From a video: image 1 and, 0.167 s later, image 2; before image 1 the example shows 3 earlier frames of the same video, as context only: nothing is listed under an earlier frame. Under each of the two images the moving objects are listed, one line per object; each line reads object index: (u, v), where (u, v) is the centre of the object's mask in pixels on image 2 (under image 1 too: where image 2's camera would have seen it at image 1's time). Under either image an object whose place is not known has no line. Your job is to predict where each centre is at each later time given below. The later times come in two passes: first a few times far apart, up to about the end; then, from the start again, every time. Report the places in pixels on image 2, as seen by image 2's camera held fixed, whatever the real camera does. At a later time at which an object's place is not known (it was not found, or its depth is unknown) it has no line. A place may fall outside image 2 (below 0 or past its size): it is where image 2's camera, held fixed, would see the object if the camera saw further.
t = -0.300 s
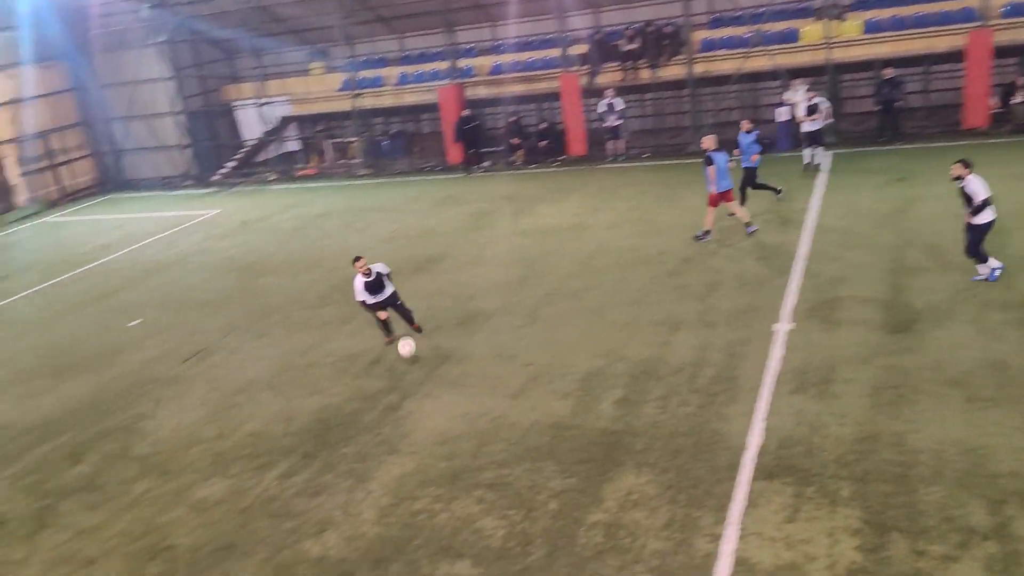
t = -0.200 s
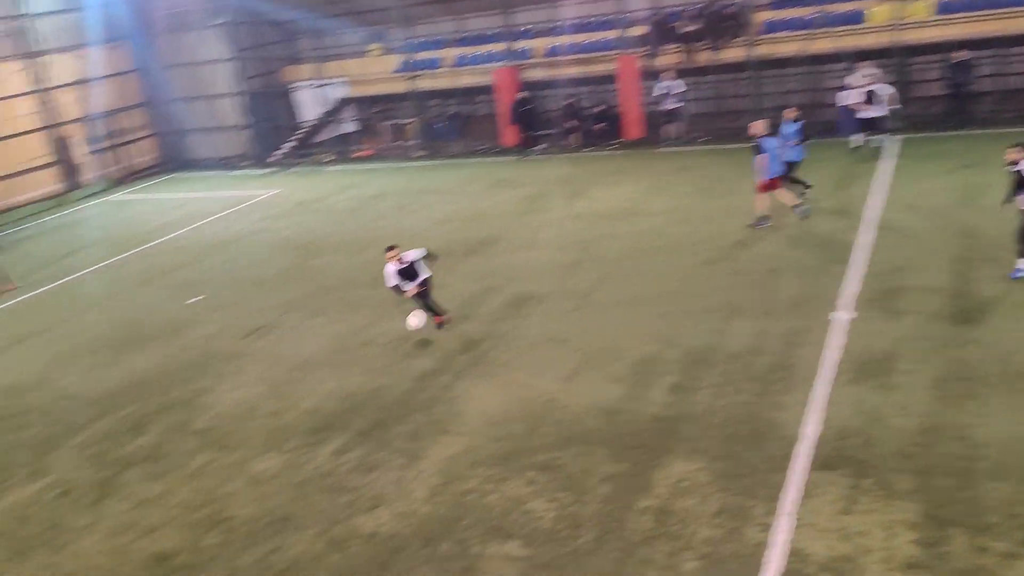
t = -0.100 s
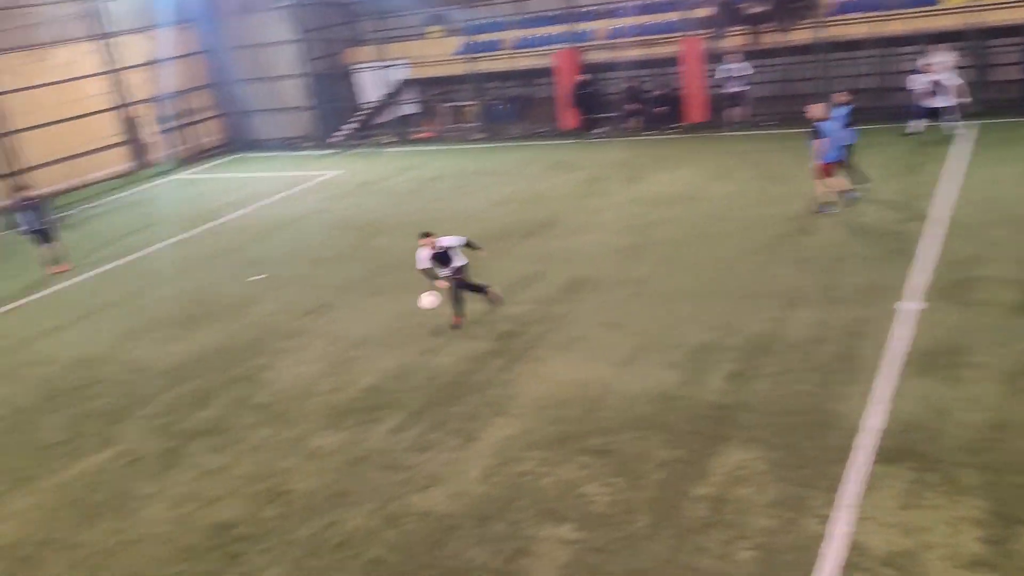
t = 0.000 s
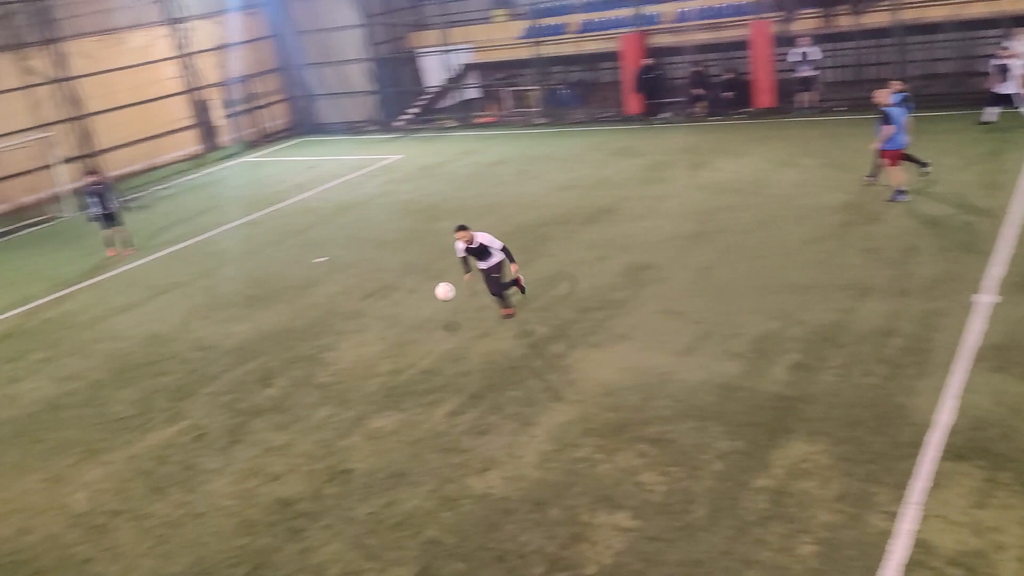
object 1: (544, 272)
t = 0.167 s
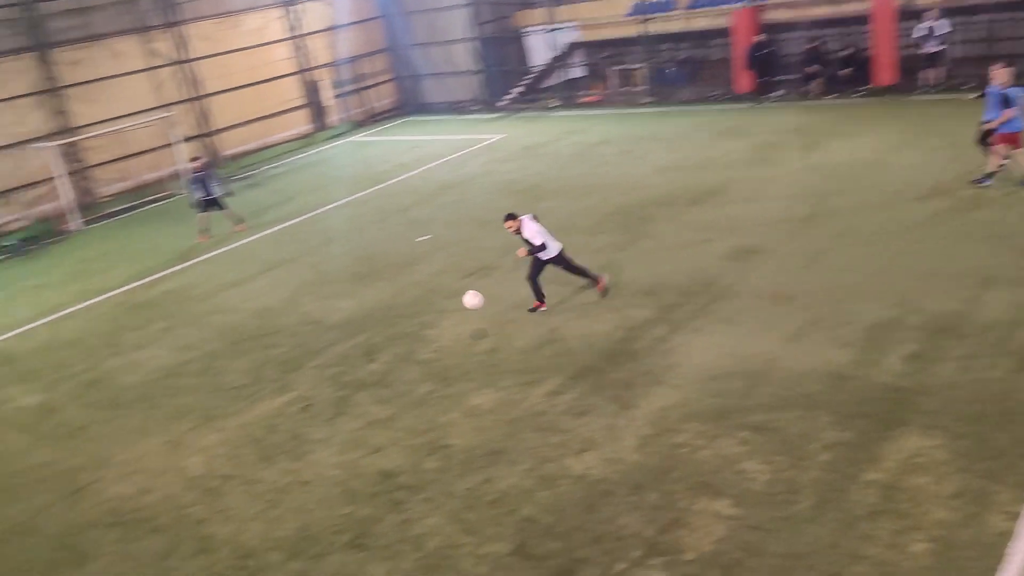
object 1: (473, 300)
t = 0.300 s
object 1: (417, 341)
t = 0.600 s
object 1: (277, 419)
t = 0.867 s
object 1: (132, 462)
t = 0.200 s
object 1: (459, 309)
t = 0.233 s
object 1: (445, 319)
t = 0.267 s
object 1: (431, 329)
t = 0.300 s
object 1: (417, 341)
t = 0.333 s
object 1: (404, 353)
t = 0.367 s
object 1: (390, 367)
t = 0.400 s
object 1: (376, 383)
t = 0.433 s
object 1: (363, 398)
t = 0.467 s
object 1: (351, 414)
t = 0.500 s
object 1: (334, 418)
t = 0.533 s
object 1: (315, 417)
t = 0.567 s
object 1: (298, 417)
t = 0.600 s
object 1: (277, 419)
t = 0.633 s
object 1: (260, 421)
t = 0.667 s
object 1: (242, 423)
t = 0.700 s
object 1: (222, 426)
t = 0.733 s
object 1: (204, 431)
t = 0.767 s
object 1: (185, 437)
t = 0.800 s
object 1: (166, 444)
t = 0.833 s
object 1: (149, 453)
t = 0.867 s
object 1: (132, 462)
